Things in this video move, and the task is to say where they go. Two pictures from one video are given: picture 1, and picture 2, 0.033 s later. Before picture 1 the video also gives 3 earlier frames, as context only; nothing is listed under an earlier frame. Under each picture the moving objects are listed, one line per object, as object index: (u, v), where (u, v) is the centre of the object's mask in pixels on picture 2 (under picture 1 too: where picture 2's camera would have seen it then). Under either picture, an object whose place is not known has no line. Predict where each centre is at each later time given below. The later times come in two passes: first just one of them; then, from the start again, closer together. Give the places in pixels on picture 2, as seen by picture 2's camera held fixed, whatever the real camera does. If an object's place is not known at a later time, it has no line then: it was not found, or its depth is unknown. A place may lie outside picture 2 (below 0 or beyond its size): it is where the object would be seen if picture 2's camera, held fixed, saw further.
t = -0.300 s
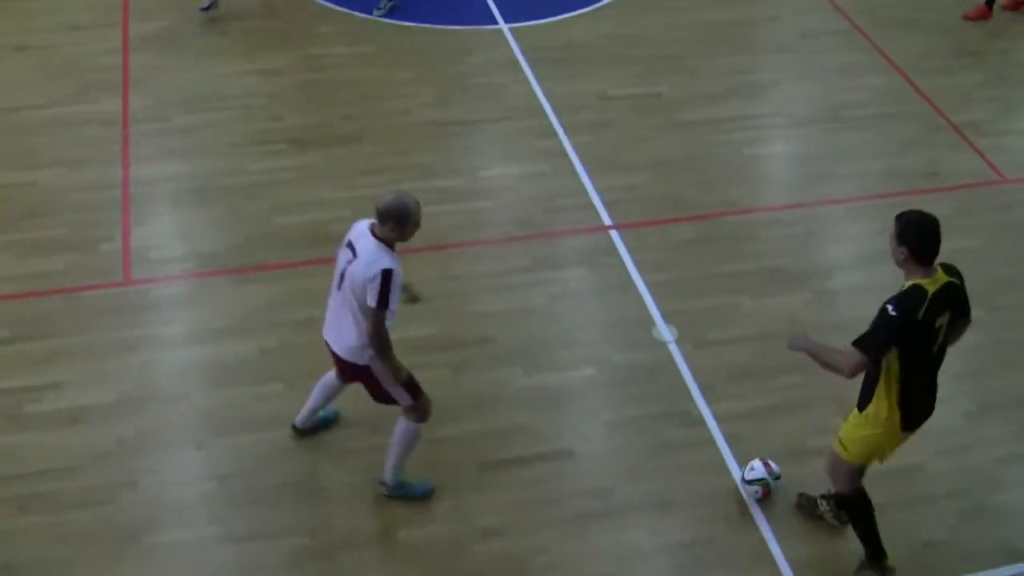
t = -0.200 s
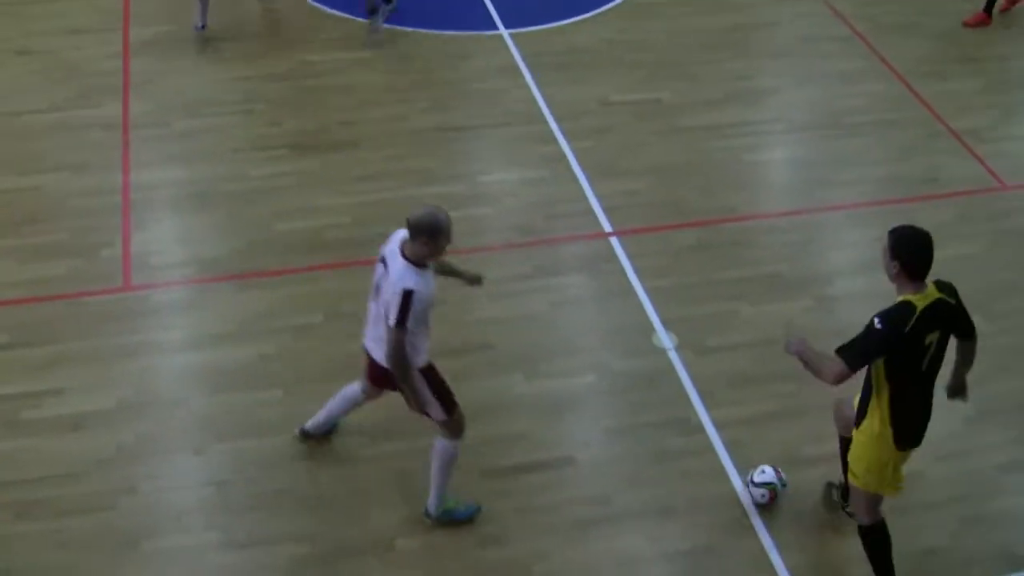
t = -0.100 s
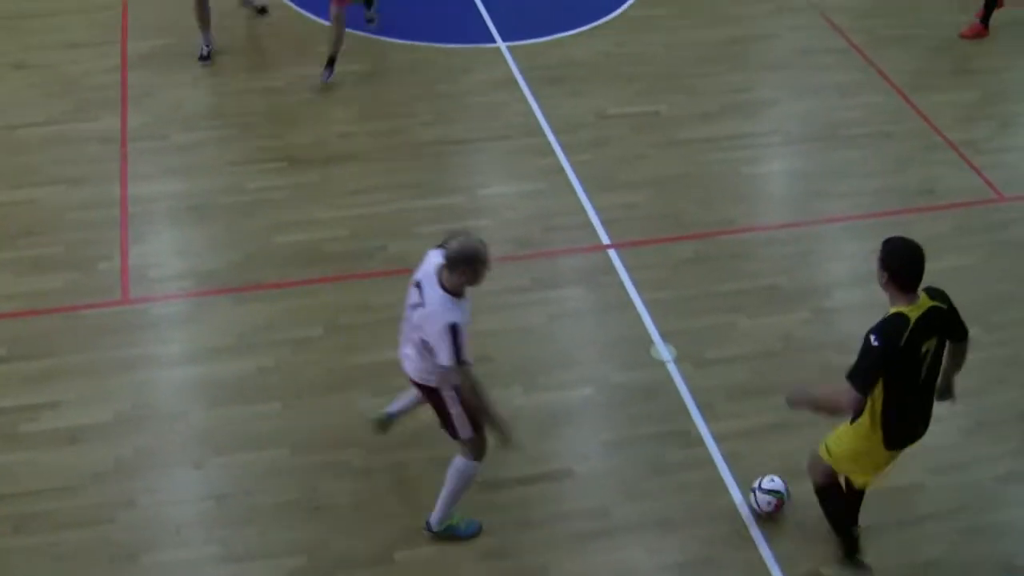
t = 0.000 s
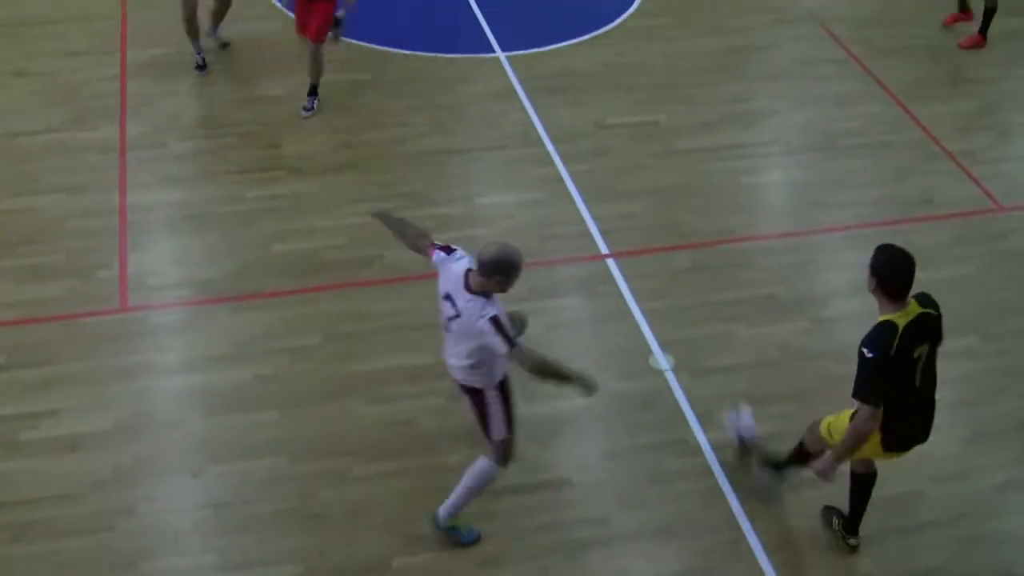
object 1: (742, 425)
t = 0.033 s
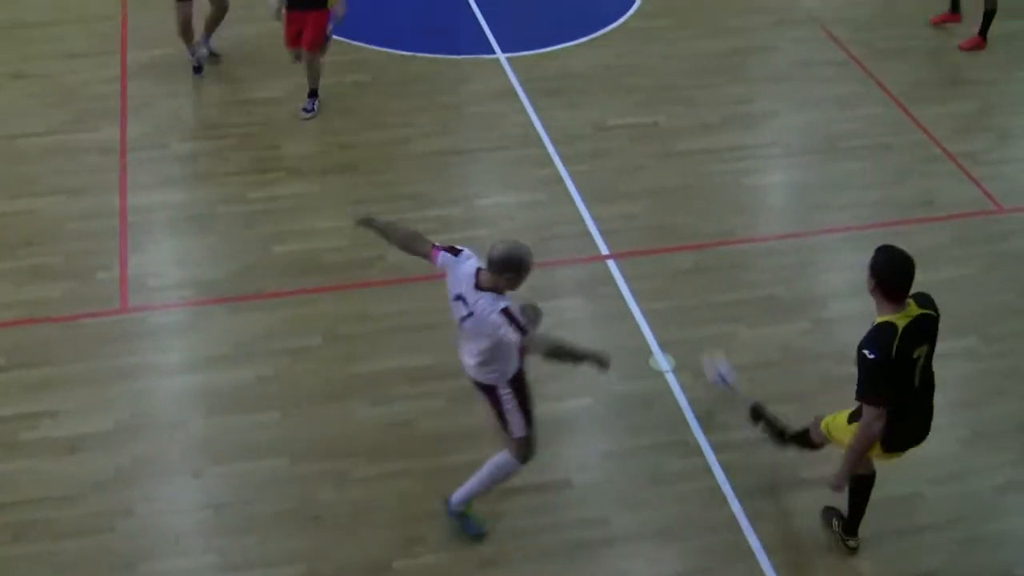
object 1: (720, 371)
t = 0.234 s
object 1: (611, 147)
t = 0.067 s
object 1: (699, 324)
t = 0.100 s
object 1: (677, 283)
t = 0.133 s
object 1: (659, 243)
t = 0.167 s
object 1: (642, 209)
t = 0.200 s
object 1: (626, 175)
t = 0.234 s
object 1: (611, 147)
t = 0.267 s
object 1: (597, 123)
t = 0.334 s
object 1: (571, 82)
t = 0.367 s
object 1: (558, 67)
